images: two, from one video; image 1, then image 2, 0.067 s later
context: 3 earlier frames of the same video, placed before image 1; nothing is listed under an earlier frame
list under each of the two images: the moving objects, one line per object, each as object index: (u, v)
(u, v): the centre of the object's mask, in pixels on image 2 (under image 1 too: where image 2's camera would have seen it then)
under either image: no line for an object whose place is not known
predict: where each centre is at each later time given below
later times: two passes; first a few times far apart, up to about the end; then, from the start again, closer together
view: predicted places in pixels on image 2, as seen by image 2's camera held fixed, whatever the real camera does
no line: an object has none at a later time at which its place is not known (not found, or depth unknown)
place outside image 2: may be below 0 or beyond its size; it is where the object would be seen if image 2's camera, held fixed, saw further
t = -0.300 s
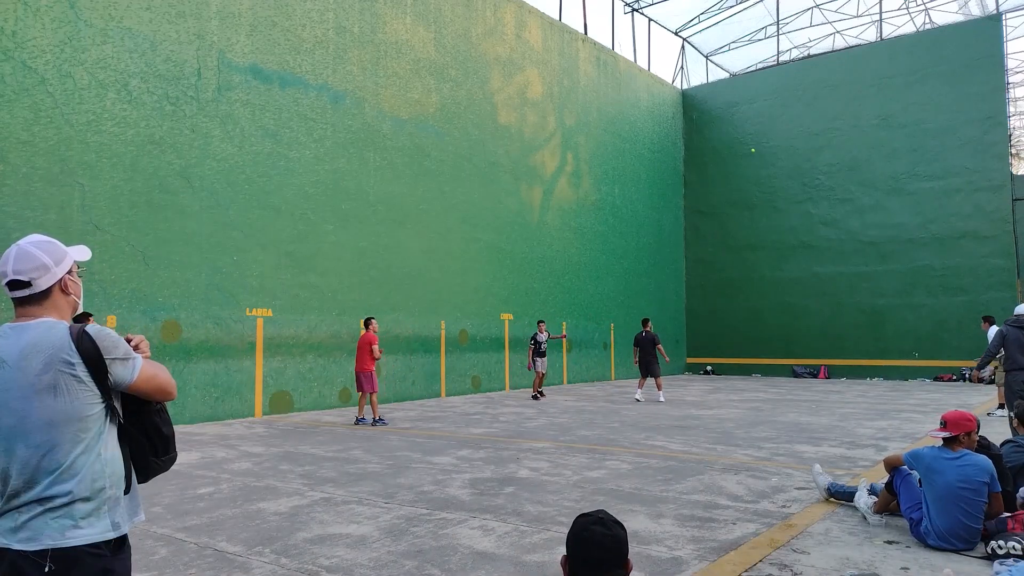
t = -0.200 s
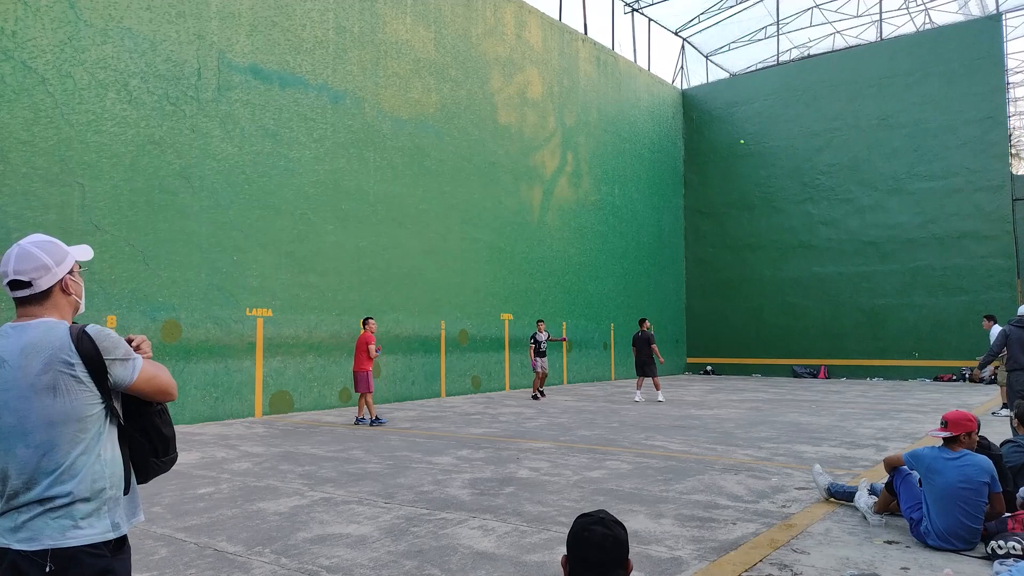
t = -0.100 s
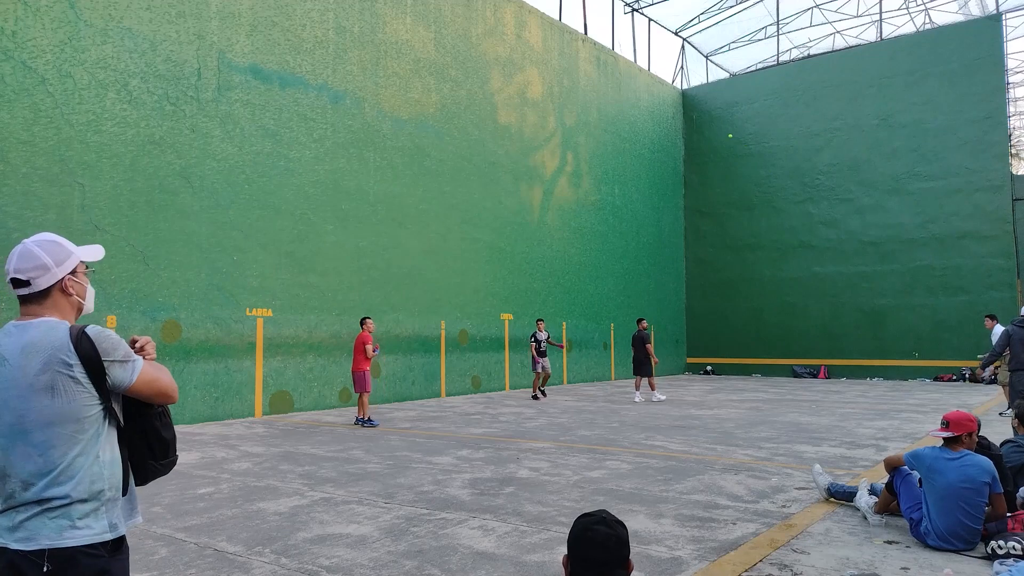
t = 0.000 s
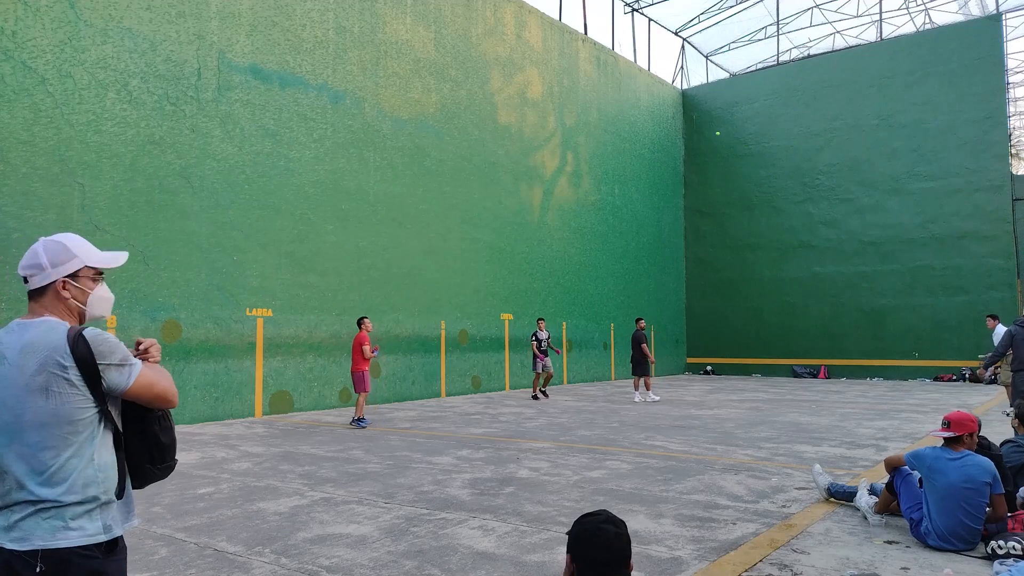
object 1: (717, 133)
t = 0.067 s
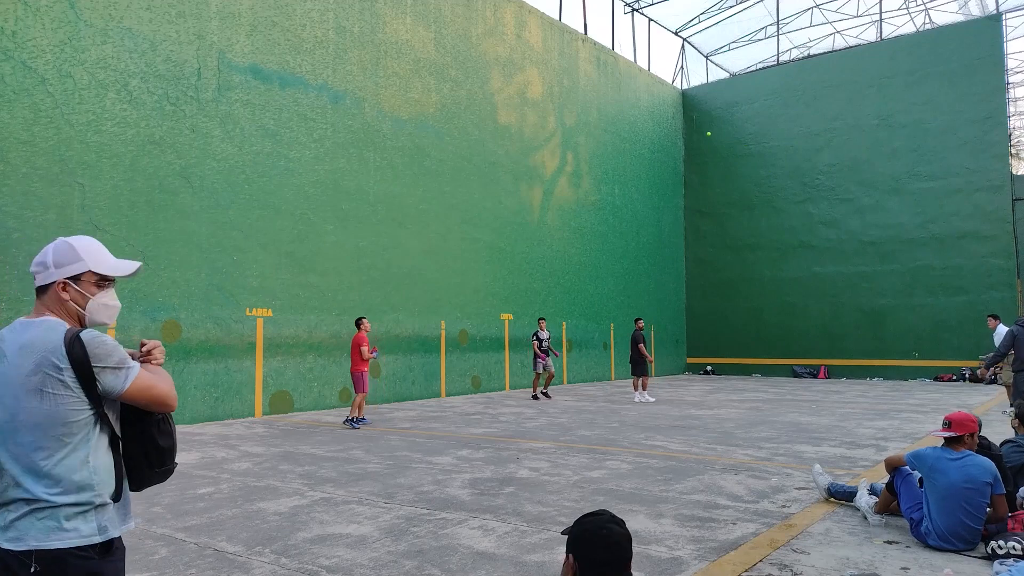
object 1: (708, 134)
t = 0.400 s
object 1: (654, 169)
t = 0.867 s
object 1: (520, 399)
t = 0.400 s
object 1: (654, 169)
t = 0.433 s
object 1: (647, 177)
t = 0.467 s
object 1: (640, 185)
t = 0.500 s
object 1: (632, 194)
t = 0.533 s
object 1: (625, 205)
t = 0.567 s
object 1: (617, 217)
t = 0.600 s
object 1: (608, 230)
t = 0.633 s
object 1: (599, 244)
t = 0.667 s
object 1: (589, 260)
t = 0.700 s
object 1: (580, 278)
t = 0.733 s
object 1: (569, 297)
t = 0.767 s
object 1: (558, 320)
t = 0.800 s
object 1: (546, 343)
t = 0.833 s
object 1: (534, 369)
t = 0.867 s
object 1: (520, 399)
